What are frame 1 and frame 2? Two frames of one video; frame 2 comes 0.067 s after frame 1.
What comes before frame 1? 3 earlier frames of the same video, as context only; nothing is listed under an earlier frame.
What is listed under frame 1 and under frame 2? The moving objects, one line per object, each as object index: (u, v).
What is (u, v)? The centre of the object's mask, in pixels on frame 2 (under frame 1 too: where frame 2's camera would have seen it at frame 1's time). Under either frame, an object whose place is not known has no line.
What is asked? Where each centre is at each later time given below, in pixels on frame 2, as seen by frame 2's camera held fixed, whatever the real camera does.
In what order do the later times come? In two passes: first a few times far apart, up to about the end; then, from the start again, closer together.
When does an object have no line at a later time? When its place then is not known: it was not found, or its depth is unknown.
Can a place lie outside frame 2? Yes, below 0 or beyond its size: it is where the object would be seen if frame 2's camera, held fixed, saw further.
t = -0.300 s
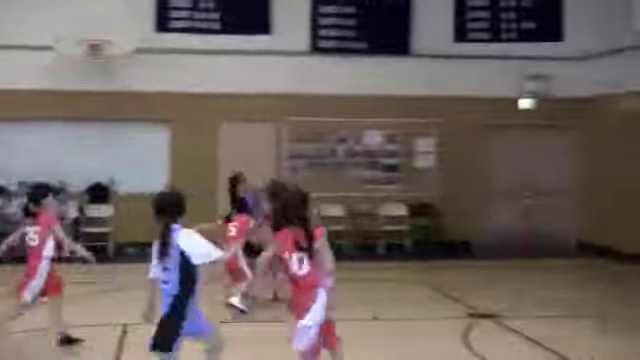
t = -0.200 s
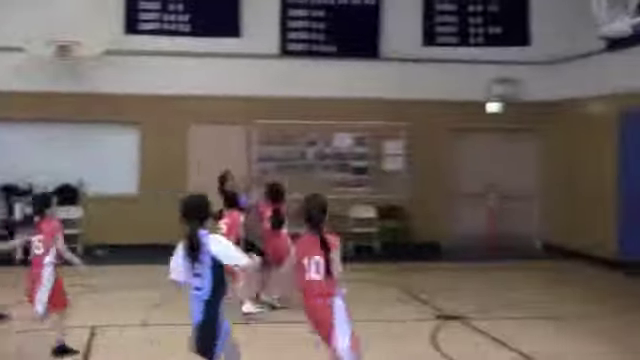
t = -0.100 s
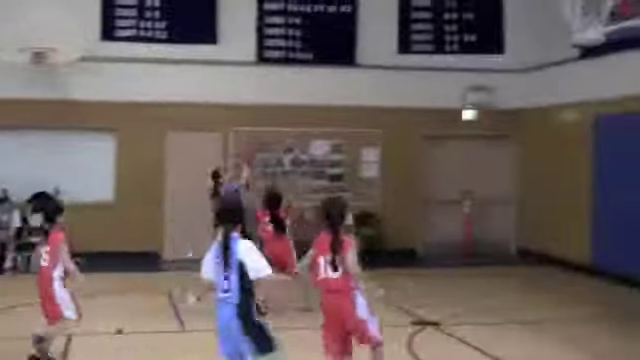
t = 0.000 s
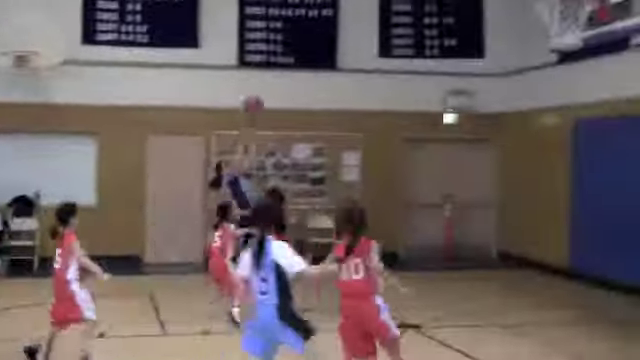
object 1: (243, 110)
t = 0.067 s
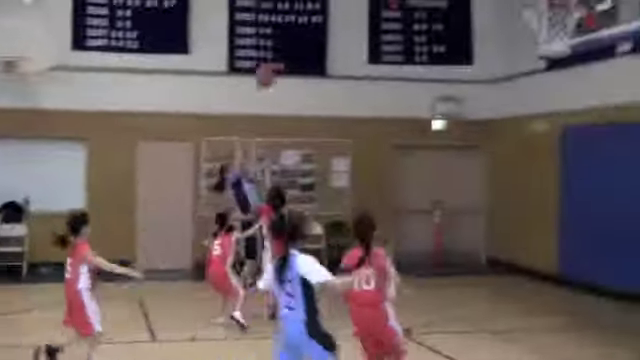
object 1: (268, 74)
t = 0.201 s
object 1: (308, 20)
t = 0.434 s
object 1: (390, -47)
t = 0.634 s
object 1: (463, -59)
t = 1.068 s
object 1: (500, -3)
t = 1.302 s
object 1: (421, 1)
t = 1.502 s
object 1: (357, 53)
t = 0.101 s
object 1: (275, 61)
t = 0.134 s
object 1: (287, 46)
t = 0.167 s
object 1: (298, 33)
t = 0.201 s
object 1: (308, 20)
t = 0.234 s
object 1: (319, 5)
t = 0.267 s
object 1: (331, -3)
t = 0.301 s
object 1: (343, -13)
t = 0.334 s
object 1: (355, -21)
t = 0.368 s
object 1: (365, -31)
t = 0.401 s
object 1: (378, -41)
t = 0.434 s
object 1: (390, -47)
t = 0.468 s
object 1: (403, -54)
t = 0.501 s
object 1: (415, -62)
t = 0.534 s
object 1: (425, -61)
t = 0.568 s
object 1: (439, -59)
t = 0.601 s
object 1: (452, -59)
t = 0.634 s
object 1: (463, -59)
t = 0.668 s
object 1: (477, -58)
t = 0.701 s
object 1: (489, -57)
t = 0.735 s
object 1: (500, -52)
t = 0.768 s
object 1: (511, -46)
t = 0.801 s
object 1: (528, -42)
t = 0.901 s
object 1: (547, -25)
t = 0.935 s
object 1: (540, -16)
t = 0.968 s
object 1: (534, -6)
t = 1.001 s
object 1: (527, 0)
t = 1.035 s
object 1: (513, -1)
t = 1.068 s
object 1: (500, -3)
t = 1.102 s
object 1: (491, -6)
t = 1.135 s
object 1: (479, -7)
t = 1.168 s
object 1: (467, -9)
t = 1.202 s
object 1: (456, -9)
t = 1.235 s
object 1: (445, -7)
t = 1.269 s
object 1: (433, -3)
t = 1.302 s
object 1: (421, 1)
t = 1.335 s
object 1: (410, 10)
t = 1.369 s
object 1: (401, 16)
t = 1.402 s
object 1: (389, 26)
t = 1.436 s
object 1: (380, 32)
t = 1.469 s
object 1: (369, 42)
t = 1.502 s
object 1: (357, 53)
